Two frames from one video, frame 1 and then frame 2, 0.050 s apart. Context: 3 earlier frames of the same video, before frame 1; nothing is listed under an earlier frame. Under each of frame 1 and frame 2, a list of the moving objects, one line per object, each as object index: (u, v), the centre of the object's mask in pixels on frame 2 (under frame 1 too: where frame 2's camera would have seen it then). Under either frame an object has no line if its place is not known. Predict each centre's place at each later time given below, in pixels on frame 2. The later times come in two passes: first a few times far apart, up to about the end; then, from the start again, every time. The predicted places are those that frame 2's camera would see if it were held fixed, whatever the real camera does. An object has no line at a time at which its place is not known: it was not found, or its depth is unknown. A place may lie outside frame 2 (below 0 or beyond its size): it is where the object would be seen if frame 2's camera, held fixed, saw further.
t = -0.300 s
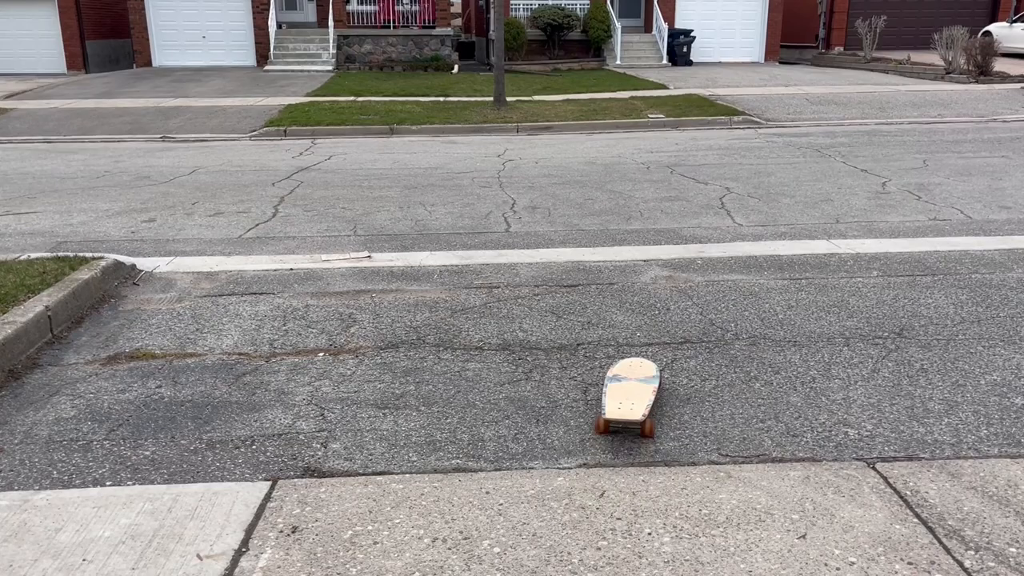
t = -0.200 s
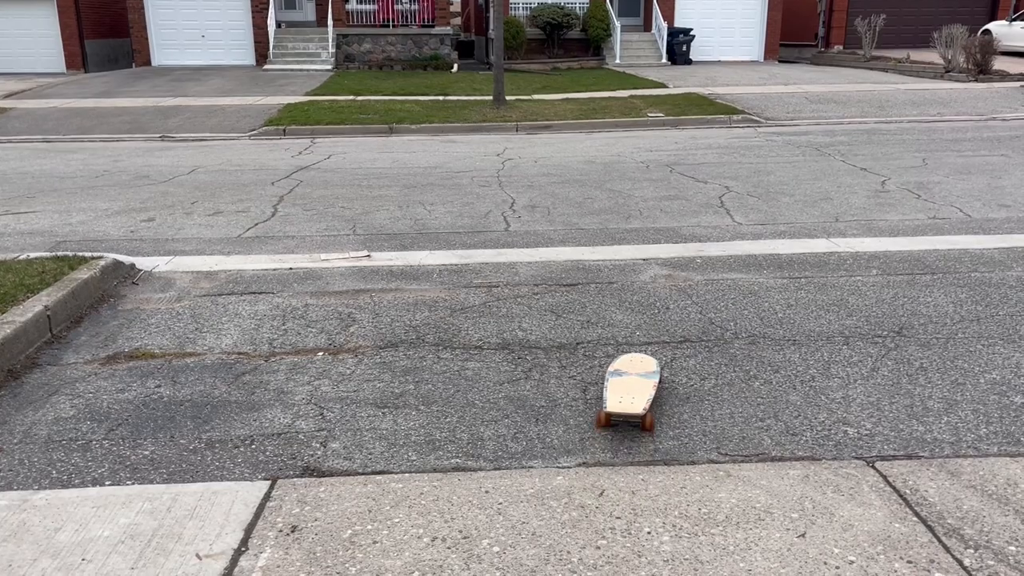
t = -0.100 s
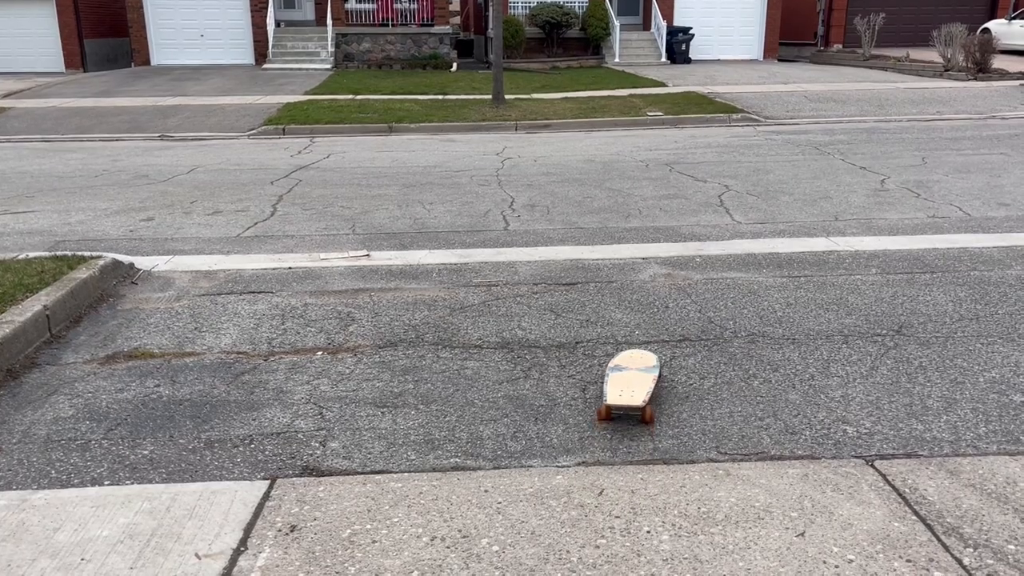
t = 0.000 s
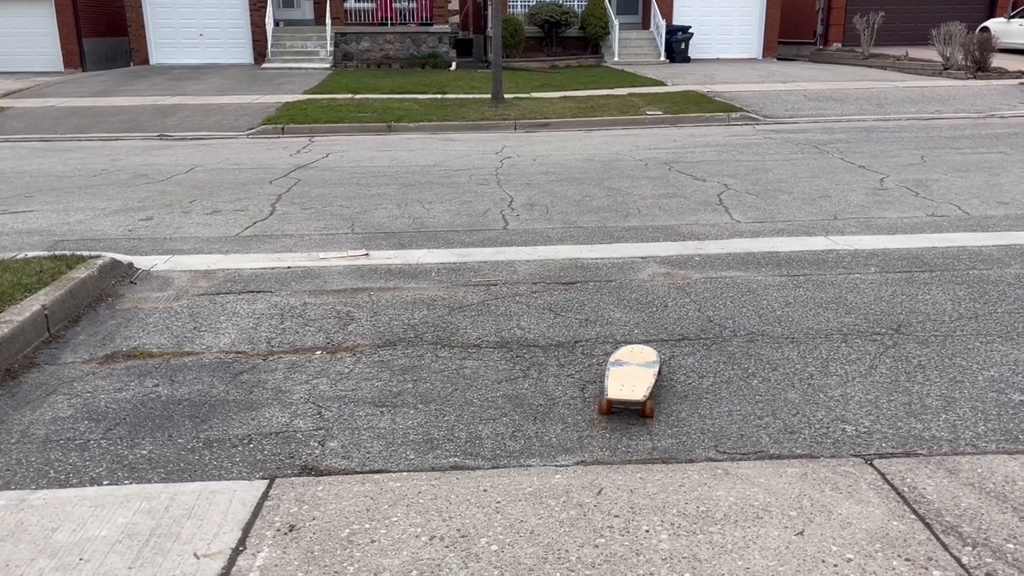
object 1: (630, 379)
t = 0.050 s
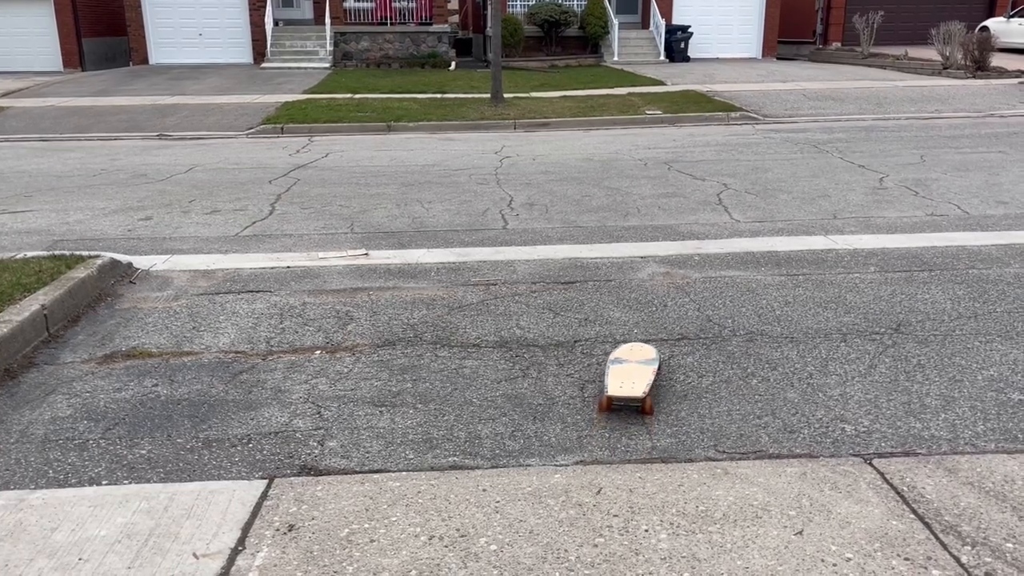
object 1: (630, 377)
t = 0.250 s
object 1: (633, 368)
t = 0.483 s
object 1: (636, 357)
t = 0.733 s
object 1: (639, 346)
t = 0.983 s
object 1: (642, 335)
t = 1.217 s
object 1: (645, 326)
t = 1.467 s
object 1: (648, 317)
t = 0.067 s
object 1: (630, 376)
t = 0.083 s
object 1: (630, 376)
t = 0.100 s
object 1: (631, 375)
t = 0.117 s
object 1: (631, 374)
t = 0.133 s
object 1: (631, 373)
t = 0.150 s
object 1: (631, 372)
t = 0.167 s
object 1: (631, 372)
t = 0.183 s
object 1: (632, 371)
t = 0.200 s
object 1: (632, 370)
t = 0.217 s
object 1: (632, 369)
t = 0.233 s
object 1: (632, 369)
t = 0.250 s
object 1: (633, 368)
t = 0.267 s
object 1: (633, 367)
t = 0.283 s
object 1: (633, 366)
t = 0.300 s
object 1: (633, 365)
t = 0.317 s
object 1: (633, 365)
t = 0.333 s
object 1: (634, 364)
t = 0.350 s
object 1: (634, 363)
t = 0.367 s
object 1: (634, 363)
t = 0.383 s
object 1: (634, 362)
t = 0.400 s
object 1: (634, 361)
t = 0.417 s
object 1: (635, 360)
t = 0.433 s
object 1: (635, 359)
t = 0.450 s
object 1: (635, 359)
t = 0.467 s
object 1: (635, 358)
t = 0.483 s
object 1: (636, 357)
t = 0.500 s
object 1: (636, 356)
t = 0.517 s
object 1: (636, 356)
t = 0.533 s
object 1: (636, 355)
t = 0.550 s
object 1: (636, 354)
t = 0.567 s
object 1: (637, 354)
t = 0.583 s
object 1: (637, 353)
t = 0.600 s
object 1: (637, 352)
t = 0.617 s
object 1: (637, 351)
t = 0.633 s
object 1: (637, 351)
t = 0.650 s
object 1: (637, 350)
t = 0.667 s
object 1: (638, 349)
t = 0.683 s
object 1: (638, 349)
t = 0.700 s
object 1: (639, 348)
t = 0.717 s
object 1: (639, 347)
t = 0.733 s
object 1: (639, 346)
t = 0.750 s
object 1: (639, 345)
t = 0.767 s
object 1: (639, 344)
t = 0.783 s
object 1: (640, 344)
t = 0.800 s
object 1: (640, 343)
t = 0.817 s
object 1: (640, 342)
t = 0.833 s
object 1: (640, 342)
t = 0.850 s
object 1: (641, 340)
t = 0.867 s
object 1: (641, 340)
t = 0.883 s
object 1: (641, 339)
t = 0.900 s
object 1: (641, 338)
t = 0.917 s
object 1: (641, 337)
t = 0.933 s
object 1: (642, 337)
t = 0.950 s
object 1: (642, 336)
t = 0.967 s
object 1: (642, 336)
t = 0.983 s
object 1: (642, 335)
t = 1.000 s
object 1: (643, 334)
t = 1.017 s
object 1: (643, 333)
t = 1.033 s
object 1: (643, 333)
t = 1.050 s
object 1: (643, 332)
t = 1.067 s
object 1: (643, 331)
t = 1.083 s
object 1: (644, 330)
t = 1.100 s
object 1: (644, 330)
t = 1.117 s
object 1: (644, 329)
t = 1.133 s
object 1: (644, 328)
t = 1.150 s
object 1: (644, 328)
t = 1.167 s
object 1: (645, 327)
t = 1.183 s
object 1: (645, 327)
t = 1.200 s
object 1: (645, 327)
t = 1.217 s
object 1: (645, 326)
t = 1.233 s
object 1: (646, 325)
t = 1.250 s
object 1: (646, 325)
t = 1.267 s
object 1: (646, 324)
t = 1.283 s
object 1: (646, 323)
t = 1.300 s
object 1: (646, 322)
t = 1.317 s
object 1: (647, 322)
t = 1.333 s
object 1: (647, 321)
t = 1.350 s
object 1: (647, 321)
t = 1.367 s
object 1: (647, 320)
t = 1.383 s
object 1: (648, 320)
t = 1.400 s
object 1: (648, 319)
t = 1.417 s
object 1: (648, 319)
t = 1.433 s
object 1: (648, 318)
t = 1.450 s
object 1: (648, 318)
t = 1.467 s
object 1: (648, 317)
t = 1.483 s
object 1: (649, 317)
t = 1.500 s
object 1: (649, 316)
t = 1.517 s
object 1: (649, 315)
